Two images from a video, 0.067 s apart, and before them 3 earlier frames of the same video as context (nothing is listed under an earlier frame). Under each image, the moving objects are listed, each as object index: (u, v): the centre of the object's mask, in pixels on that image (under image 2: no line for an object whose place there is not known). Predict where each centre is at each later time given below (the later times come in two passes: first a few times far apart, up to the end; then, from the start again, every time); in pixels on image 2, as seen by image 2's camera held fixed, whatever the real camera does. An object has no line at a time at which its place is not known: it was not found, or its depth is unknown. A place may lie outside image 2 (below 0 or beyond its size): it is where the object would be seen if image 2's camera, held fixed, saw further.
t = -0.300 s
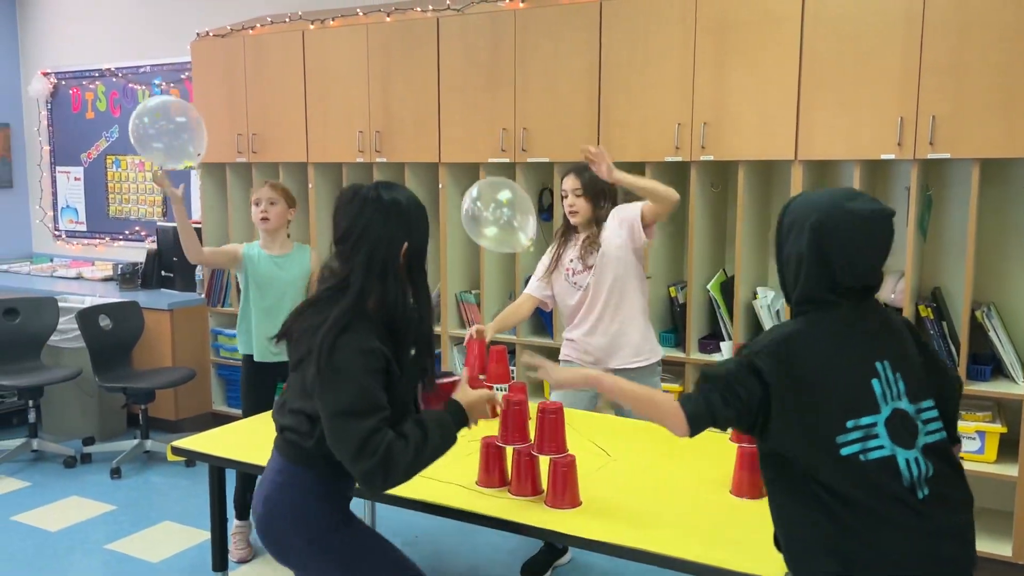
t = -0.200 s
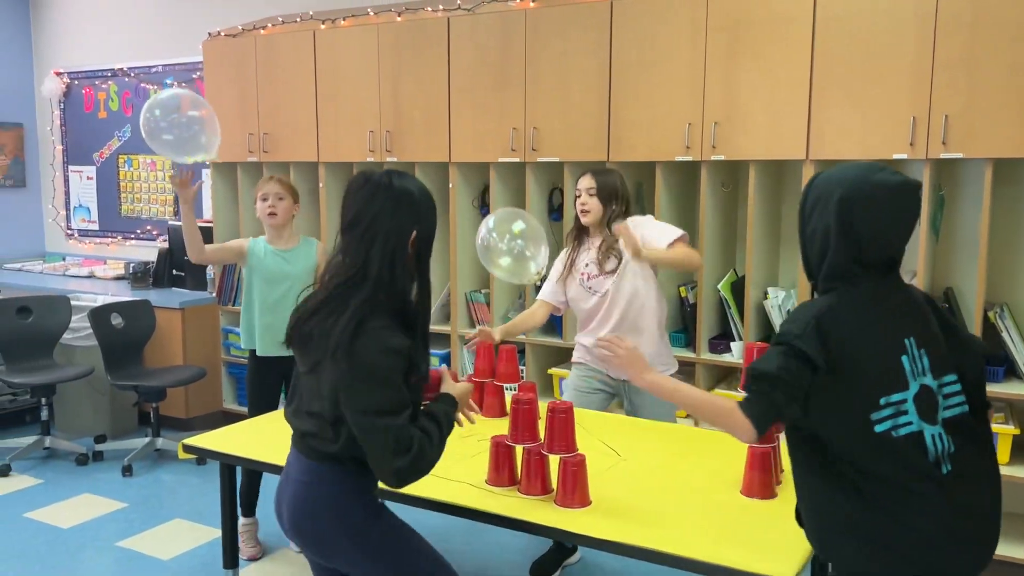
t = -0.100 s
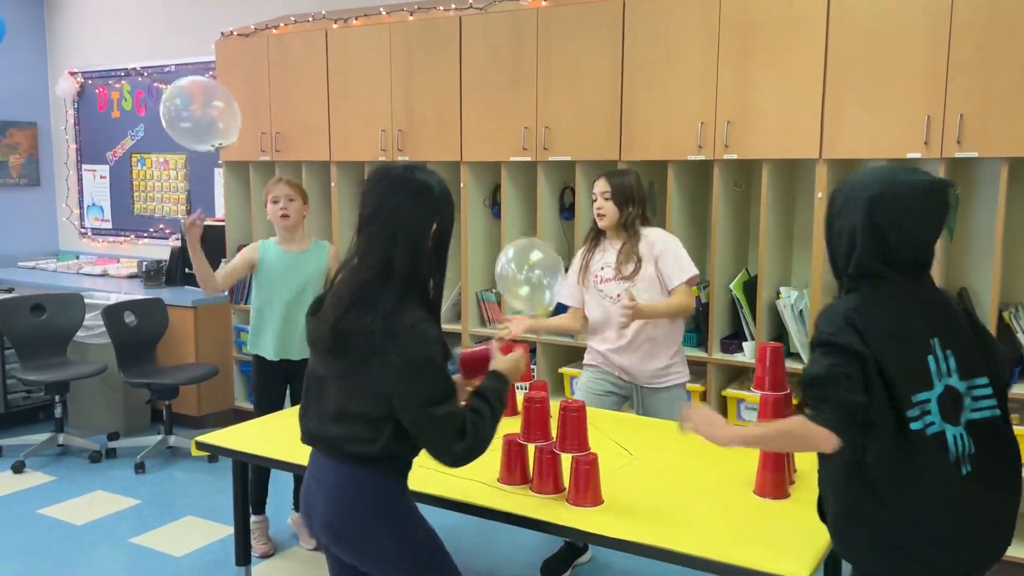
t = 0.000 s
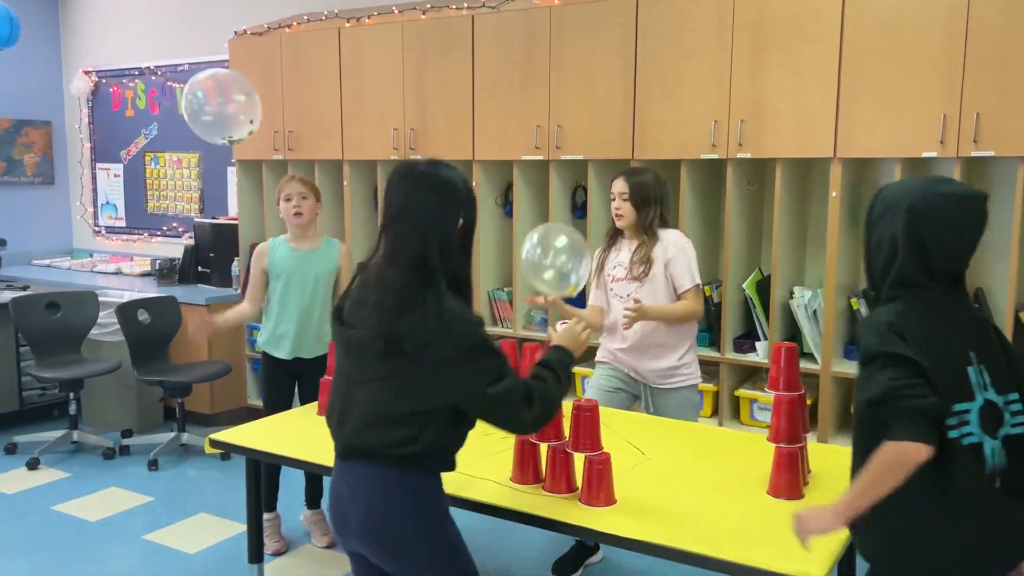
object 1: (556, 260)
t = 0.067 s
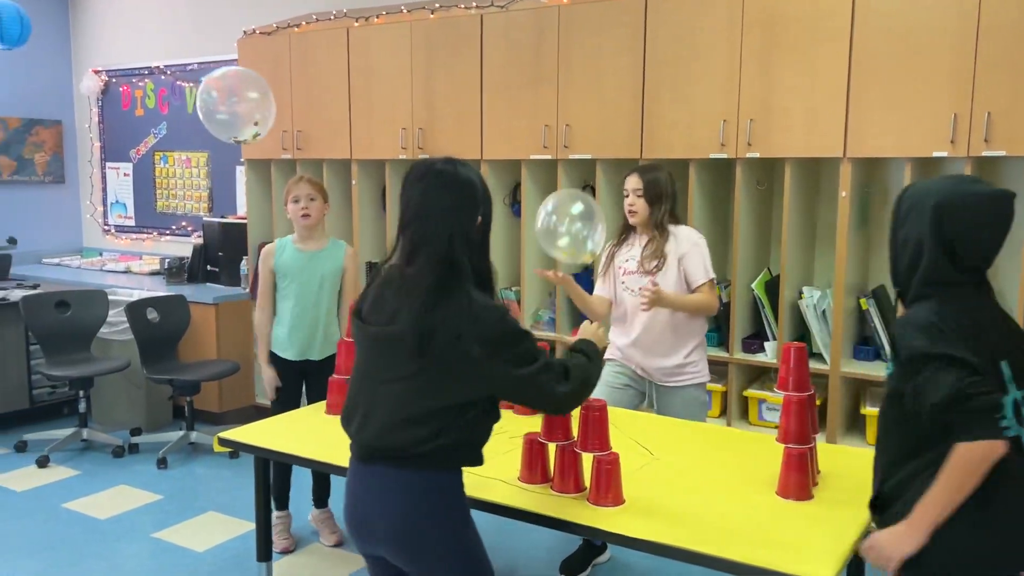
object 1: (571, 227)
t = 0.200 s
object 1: (581, 173)
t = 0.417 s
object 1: (593, 115)
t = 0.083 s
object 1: (572, 219)
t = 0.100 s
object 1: (574, 212)
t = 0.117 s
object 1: (575, 205)
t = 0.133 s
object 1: (576, 198)
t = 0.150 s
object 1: (578, 192)
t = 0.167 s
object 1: (578, 185)
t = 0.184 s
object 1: (580, 179)
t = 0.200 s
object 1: (581, 173)
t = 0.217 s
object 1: (582, 167)
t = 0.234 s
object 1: (583, 162)
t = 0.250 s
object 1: (584, 157)
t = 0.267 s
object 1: (585, 151)
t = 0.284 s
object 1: (586, 147)
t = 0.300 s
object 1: (587, 142)
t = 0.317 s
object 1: (588, 138)
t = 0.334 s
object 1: (588, 134)
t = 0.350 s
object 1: (589, 130)
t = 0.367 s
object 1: (590, 126)
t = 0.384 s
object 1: (591, 122)
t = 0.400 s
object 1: (592, 119)
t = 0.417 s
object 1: (593, 115)
